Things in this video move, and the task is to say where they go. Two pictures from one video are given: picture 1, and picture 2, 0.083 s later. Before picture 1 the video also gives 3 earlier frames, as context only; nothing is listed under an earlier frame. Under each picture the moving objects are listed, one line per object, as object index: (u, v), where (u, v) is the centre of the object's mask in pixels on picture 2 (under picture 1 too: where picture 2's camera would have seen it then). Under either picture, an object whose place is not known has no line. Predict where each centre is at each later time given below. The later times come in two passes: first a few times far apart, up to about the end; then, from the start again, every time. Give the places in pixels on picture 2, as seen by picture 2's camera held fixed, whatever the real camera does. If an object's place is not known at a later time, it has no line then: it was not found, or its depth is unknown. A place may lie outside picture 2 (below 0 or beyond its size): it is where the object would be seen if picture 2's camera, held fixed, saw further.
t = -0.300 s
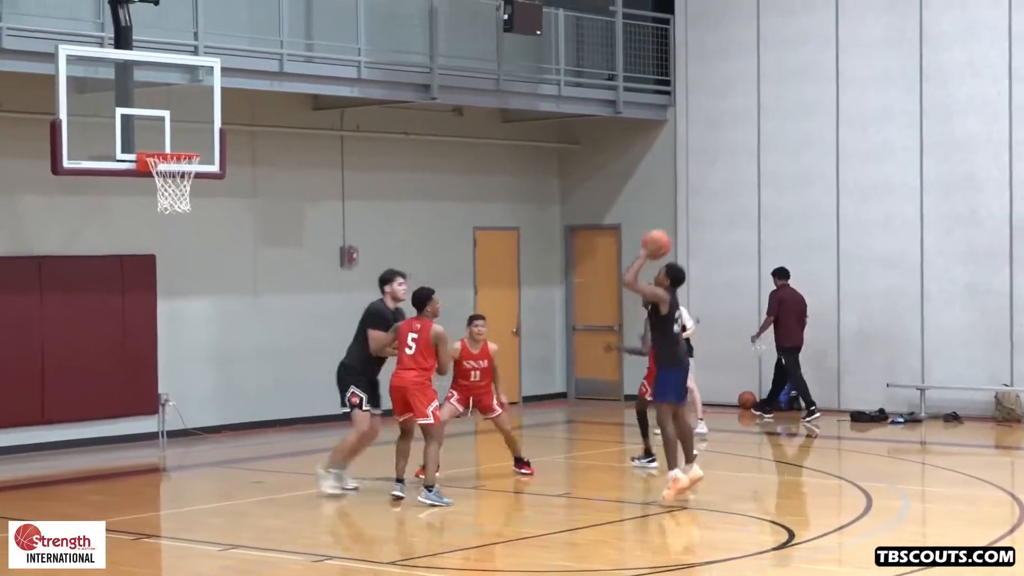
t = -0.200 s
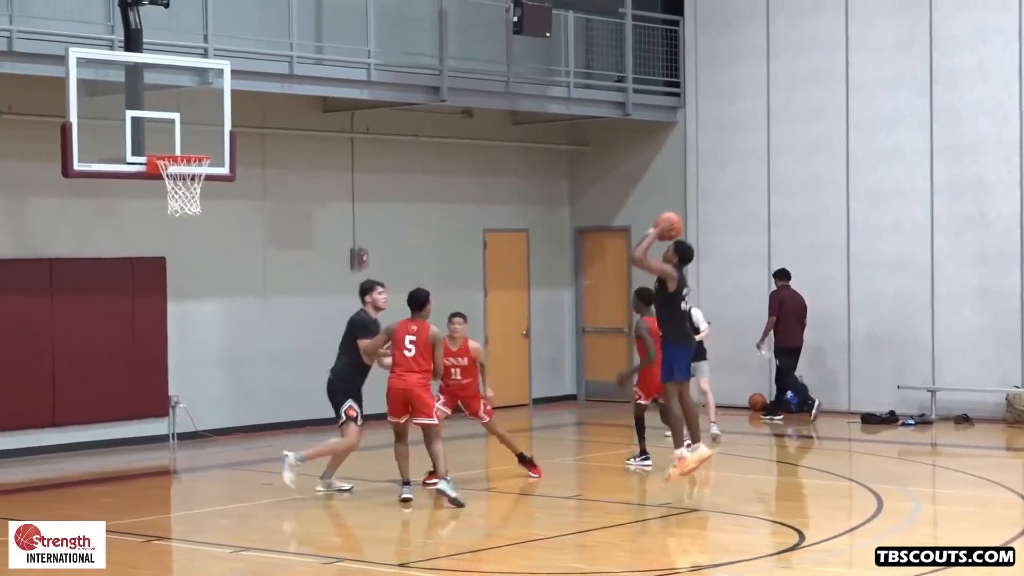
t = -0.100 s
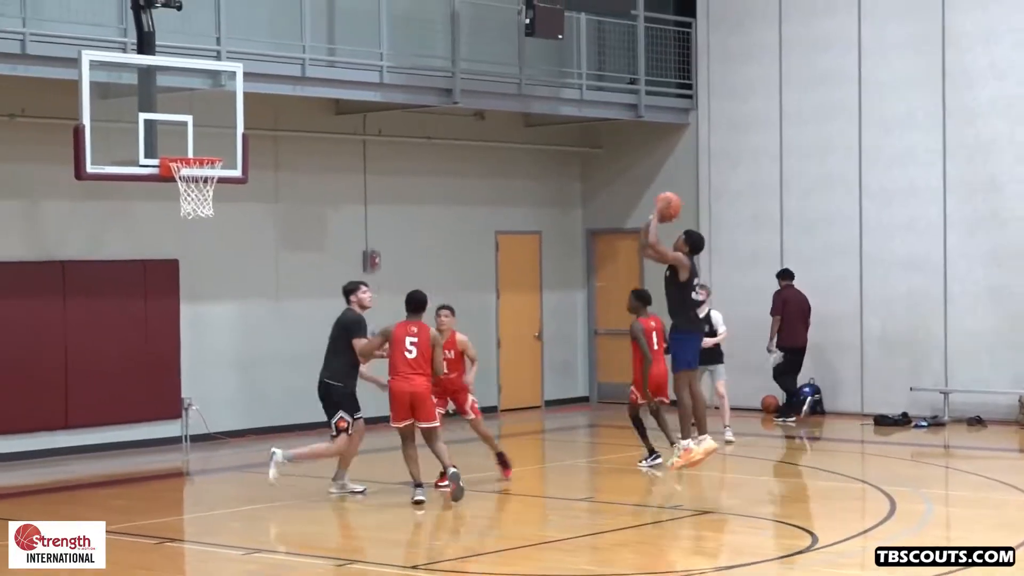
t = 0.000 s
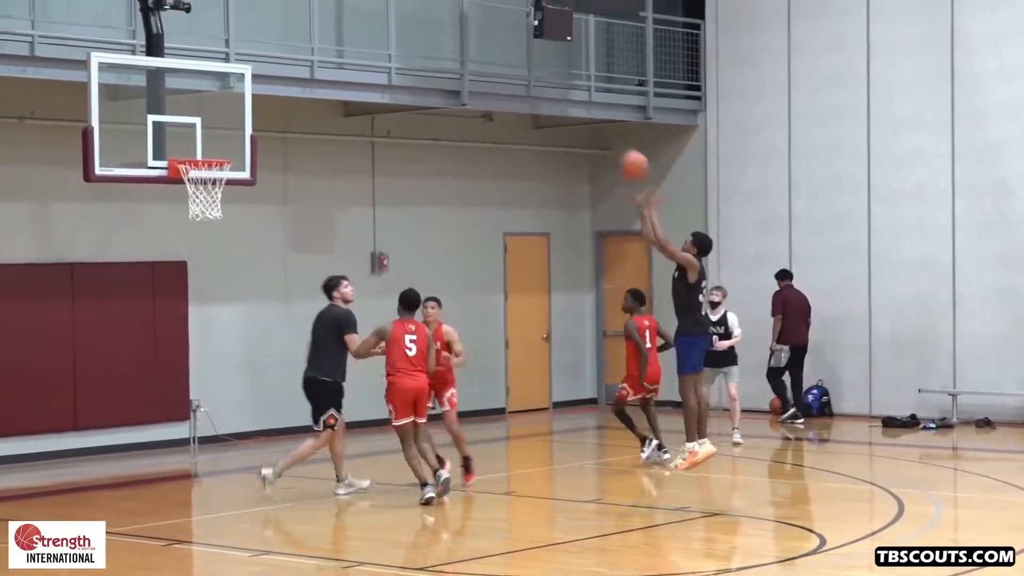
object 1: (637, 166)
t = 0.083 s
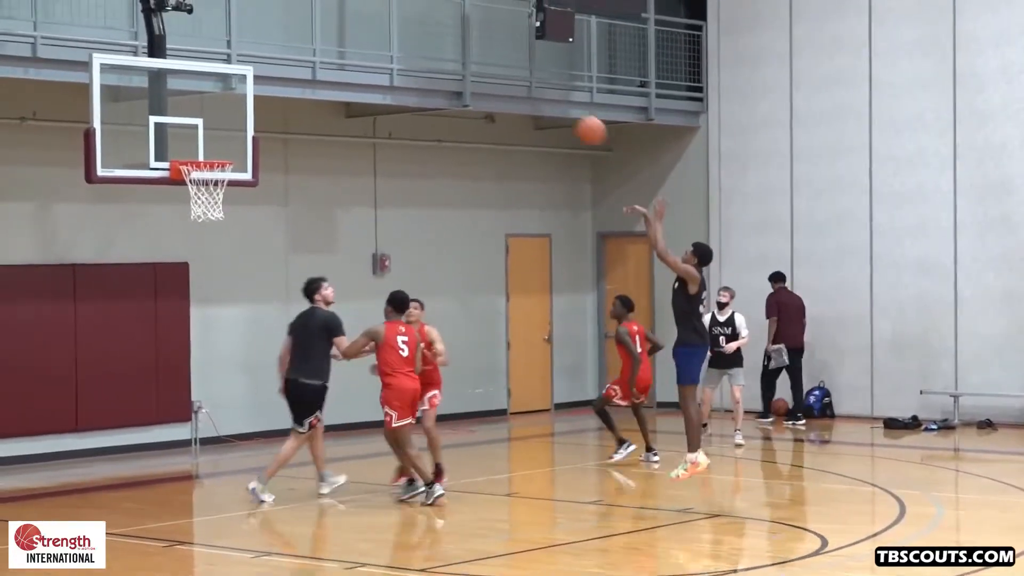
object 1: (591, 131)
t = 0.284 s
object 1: (486, 79)
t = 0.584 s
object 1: (339, 86)
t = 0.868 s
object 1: (255, 143)
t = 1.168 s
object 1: (343, 132)
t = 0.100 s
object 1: (582, 125)
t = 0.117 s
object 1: (574, 119)
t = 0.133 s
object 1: (566, 113)
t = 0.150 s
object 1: (556, 108)
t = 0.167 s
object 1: (546, 103)
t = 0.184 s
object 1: (538, 98)
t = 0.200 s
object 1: (530, 94)
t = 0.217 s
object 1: (521, 90)
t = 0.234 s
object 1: (511, 87)
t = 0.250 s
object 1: (503, 83)
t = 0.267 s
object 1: (495, 81)
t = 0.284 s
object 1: (486, 79)
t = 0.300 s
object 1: (478, 77)
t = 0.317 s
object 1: (469, 75)
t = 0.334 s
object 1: (461, 73)
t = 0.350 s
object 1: (453, 71)
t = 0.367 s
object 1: (444, 70)
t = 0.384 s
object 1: (435, 70)
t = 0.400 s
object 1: (428, 69)
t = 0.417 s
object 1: (420, 69)
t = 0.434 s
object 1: (413, 69)
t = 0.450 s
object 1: (404, 69)
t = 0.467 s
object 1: (396, 71)
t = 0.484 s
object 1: (388, 72)
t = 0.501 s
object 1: (380, 74)
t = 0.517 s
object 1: (371, 75)
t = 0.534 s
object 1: (363, 78)
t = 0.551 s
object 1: (355, 80)
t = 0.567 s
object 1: (347, 82)
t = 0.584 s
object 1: (339, 86)
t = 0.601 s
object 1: (332, 89)
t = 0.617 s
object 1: (326, 92)
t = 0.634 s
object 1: (316, 96)
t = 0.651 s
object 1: (309, 101)
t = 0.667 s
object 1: (301, 105)
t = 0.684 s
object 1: (293, 110)
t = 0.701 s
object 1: (286, 114)
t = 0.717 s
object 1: (278, 120)
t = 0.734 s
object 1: (271, 125)
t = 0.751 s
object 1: (264, 131)
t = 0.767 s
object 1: (256, 137)
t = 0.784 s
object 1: (248, 145)
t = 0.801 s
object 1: (240, 152)
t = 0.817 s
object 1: (239, 153)
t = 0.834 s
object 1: (244, 150)
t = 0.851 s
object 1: (249, 146)
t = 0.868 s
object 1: (255, 143)
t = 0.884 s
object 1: (259, 138)
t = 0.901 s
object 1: (265, 136)
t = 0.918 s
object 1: (268, 133)
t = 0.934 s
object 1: (274, 131)
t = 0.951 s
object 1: (278, 129)
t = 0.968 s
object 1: (283, 127)
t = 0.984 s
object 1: (288, 126)
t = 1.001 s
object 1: (293, 125)
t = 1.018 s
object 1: (298, 125)
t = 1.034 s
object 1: (303, 124)
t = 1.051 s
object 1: (309, 124)
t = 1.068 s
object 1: (314, 124)
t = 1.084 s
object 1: (318, 124)
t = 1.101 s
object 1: (324, 125)
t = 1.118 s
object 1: (327, 126)
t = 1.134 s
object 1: (333, 128)
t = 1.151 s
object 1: (338, 130)
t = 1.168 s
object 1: (343, 132)
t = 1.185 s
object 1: (347, 134)
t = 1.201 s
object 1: (354, 137)
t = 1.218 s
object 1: (358, 139)
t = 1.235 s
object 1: (363, 143)
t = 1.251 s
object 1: (369, 147)
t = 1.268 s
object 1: (374, 151)
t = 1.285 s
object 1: (379, 155)
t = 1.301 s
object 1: (383, 159)
